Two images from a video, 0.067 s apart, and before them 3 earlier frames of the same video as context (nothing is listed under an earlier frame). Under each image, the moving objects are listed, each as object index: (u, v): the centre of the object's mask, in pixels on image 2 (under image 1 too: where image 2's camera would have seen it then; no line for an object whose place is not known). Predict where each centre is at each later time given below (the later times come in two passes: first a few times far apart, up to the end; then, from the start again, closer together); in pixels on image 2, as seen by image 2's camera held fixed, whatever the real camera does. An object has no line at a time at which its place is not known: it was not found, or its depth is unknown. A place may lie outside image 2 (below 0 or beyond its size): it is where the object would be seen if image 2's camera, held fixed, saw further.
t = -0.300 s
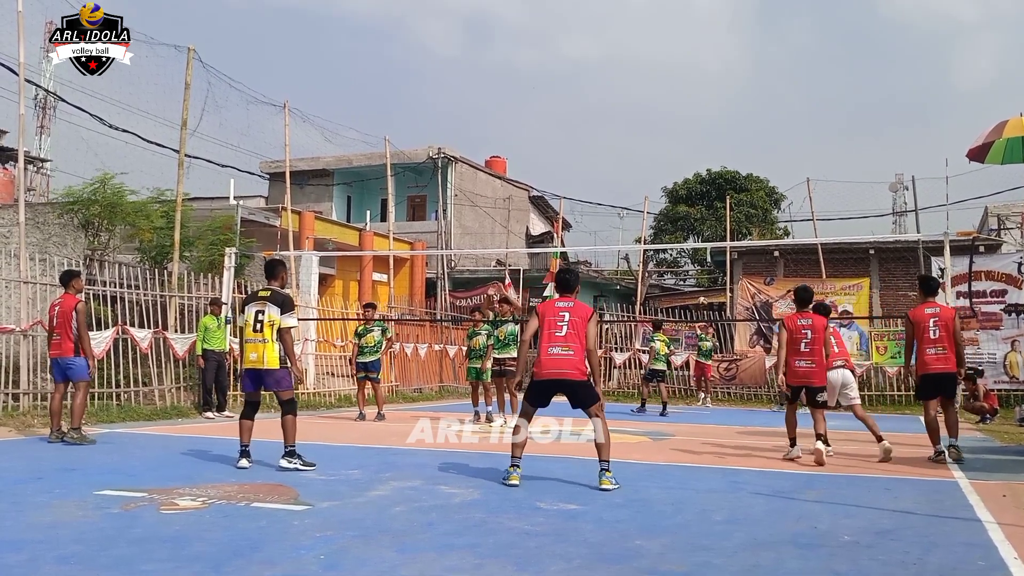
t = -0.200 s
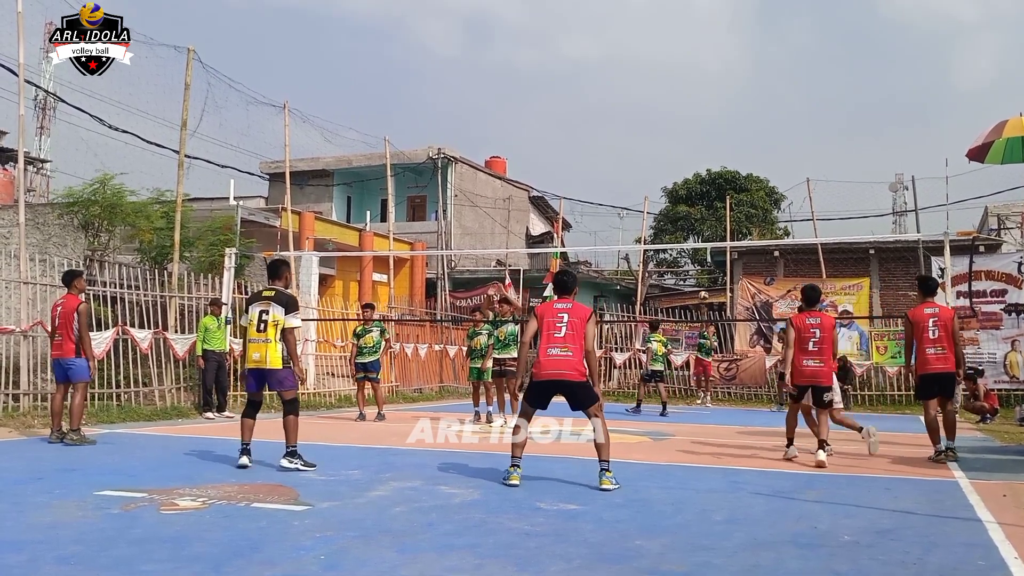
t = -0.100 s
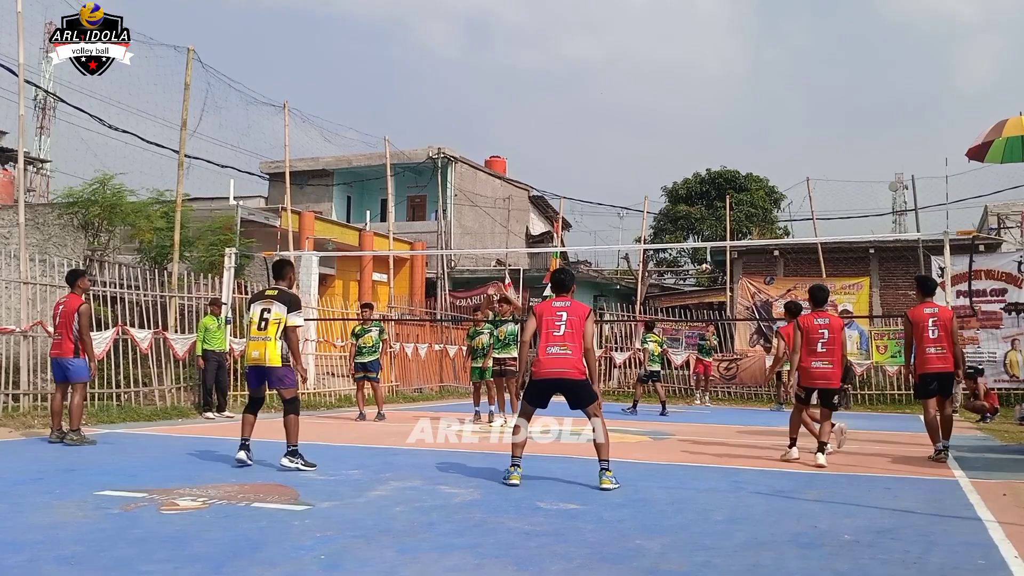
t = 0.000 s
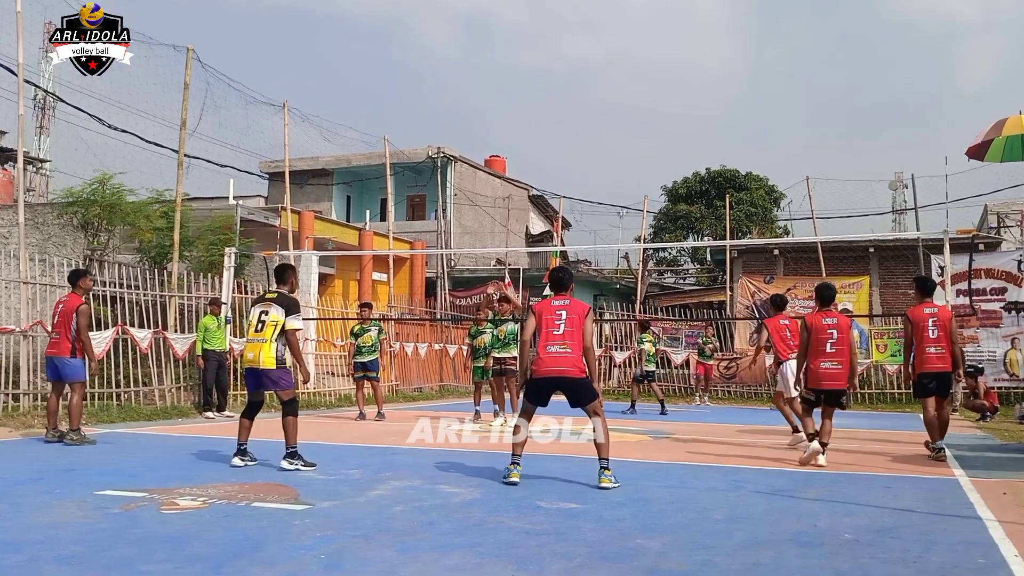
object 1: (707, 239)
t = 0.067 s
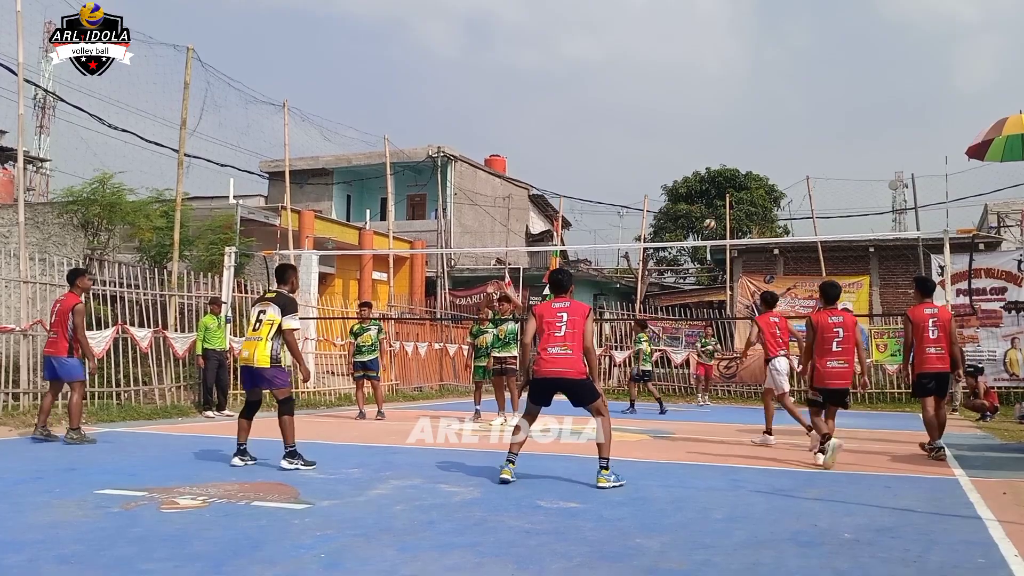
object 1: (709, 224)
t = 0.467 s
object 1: (737, 140)
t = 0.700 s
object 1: (779, 128)
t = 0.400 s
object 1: (730, 151)
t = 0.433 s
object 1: (733, 145)
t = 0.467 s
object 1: (737, 140)
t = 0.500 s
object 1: (741, 135)
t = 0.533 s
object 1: (746, 131)
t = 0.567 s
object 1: (751, 128)
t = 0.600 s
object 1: (757, 126)
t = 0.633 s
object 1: (764, 125)
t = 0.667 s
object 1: (771, 126)
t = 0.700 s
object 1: (779, 128)
